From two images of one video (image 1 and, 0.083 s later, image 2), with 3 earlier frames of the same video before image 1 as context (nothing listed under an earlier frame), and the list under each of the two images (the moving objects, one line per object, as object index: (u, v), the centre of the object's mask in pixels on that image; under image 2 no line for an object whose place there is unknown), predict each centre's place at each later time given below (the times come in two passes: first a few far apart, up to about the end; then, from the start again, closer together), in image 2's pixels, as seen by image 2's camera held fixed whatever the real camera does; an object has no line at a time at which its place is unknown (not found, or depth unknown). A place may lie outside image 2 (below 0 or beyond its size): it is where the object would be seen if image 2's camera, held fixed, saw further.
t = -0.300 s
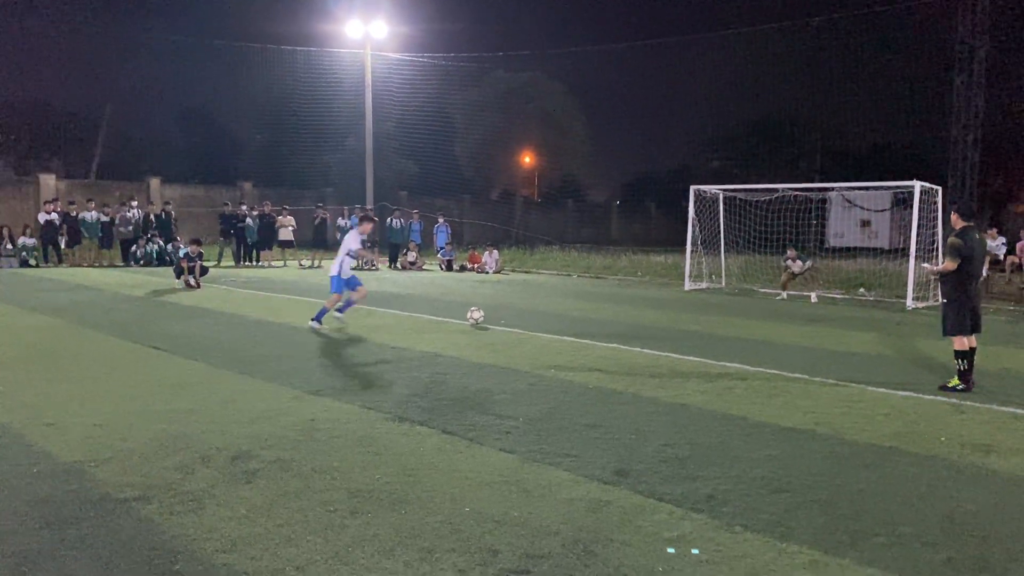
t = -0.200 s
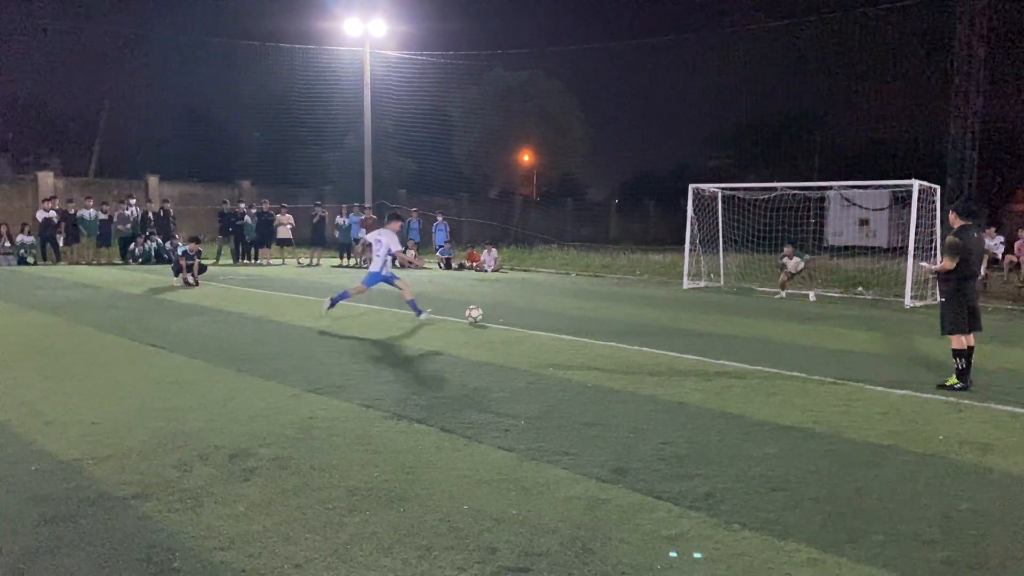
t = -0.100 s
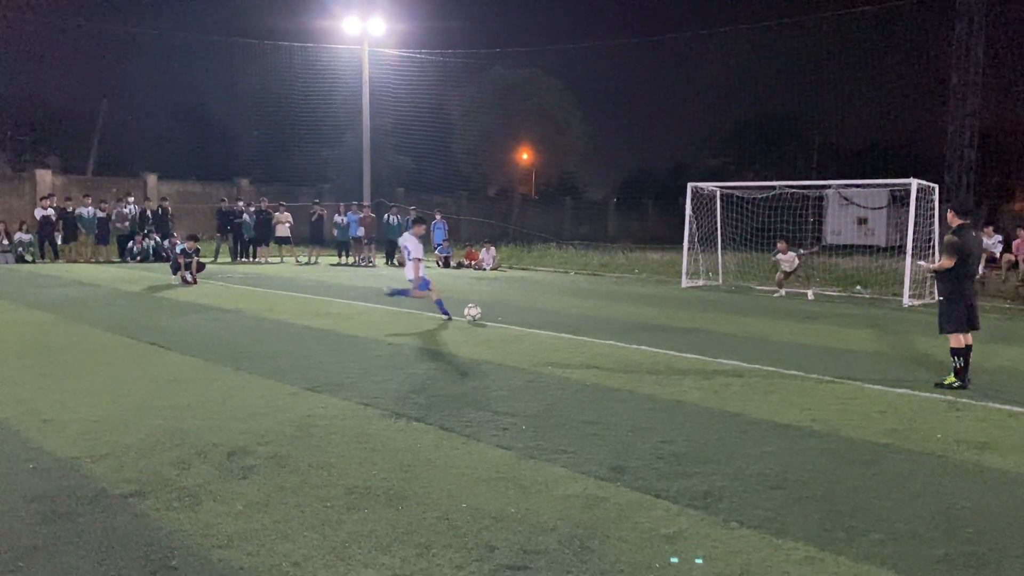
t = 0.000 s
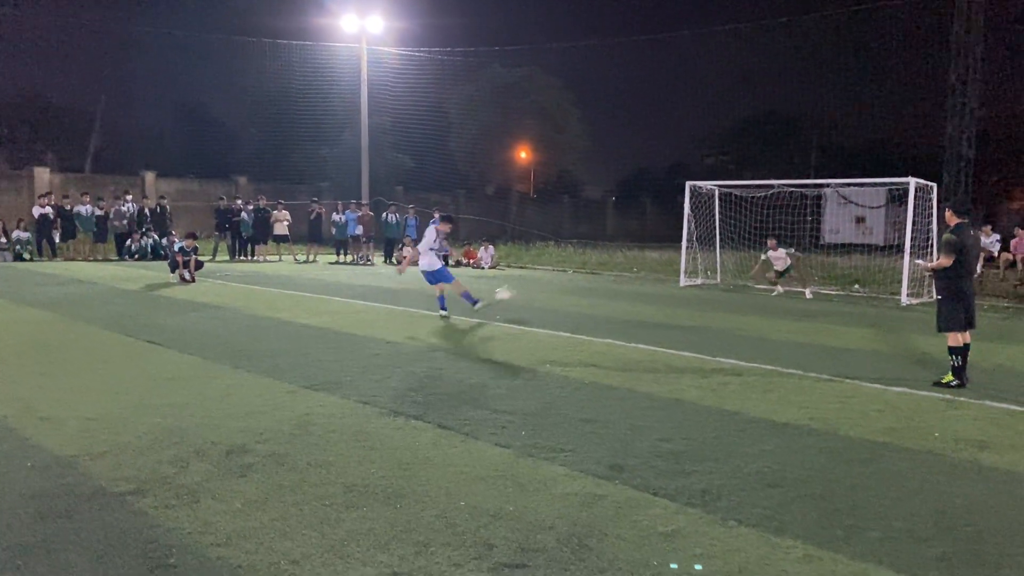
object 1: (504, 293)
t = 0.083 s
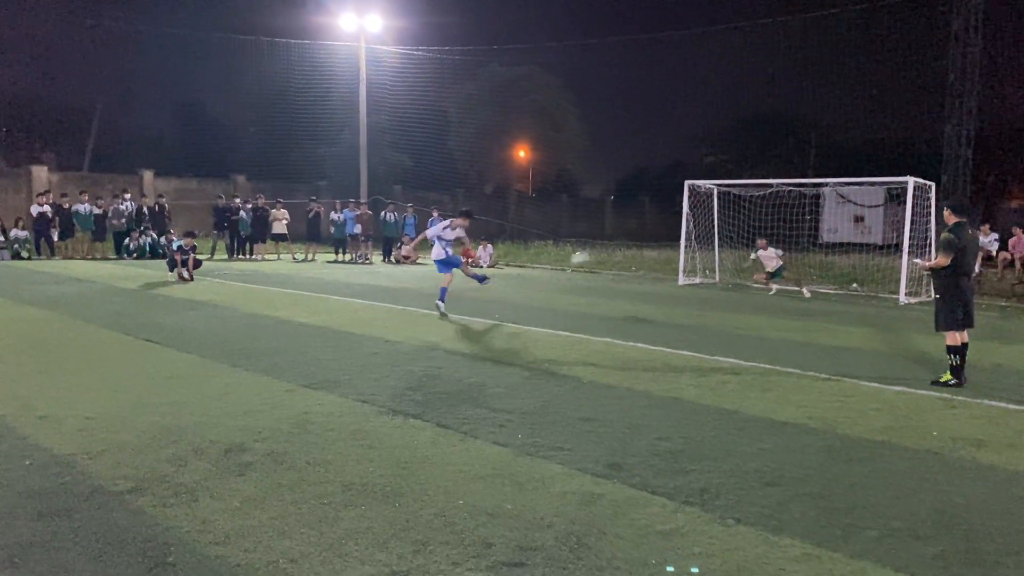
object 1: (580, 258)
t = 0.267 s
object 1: (690, 216)
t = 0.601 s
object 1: (720, 205)
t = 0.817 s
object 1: (720, 212)
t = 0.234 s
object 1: (673, 222)
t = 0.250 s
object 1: (679, 220)
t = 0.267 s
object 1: (690, 216)
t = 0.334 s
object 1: (714, 210)
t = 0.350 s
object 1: (719, 208)
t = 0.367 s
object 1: (724, 207)
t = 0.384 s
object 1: (729, 206)
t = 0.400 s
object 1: (732, 203)
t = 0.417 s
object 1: (731, 202)
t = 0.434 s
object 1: (729, 202)
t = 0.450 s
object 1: (729, 202)
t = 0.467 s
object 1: (727, 202)
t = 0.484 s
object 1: (726, 202)
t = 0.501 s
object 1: (725, 202)
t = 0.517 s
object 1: (724, 202)
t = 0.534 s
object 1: (723, 203)
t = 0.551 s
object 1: (722, 203)
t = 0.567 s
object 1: (722, 204)
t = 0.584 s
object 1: (721, 205)
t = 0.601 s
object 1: (720, 205)
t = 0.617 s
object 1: (720, 206)
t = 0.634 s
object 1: (720, 206)
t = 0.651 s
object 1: (720, 205)
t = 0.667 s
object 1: (719, 205)
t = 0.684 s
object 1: (719, 205)
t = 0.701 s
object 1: (719, 205)
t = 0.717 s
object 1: (719, 205)
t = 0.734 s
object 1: (719, 206)
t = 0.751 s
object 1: (720, 207)
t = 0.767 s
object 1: (720, 208)
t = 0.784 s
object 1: (720, 209)
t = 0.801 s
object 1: (720, 210)
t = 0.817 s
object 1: (720, 212)
